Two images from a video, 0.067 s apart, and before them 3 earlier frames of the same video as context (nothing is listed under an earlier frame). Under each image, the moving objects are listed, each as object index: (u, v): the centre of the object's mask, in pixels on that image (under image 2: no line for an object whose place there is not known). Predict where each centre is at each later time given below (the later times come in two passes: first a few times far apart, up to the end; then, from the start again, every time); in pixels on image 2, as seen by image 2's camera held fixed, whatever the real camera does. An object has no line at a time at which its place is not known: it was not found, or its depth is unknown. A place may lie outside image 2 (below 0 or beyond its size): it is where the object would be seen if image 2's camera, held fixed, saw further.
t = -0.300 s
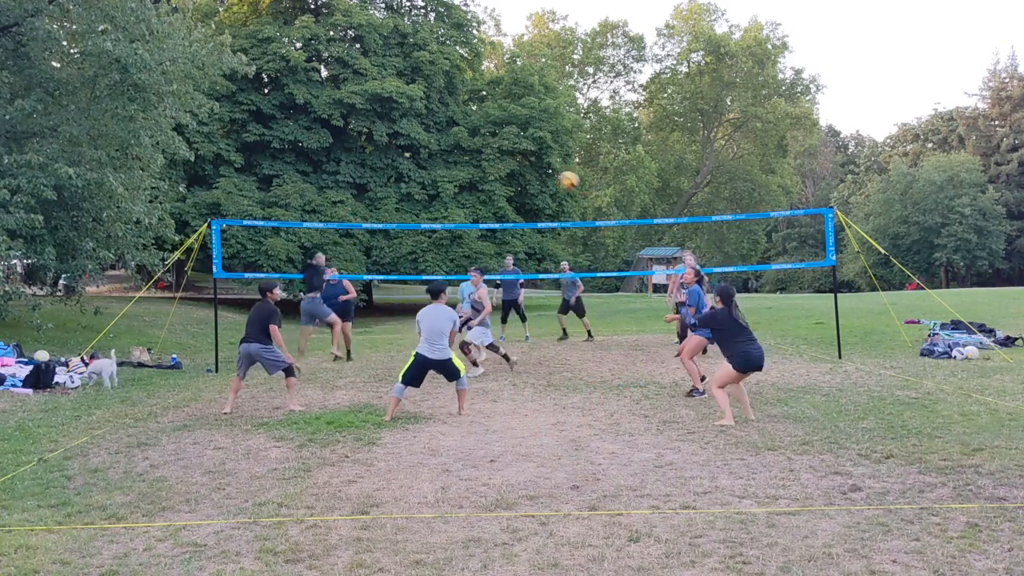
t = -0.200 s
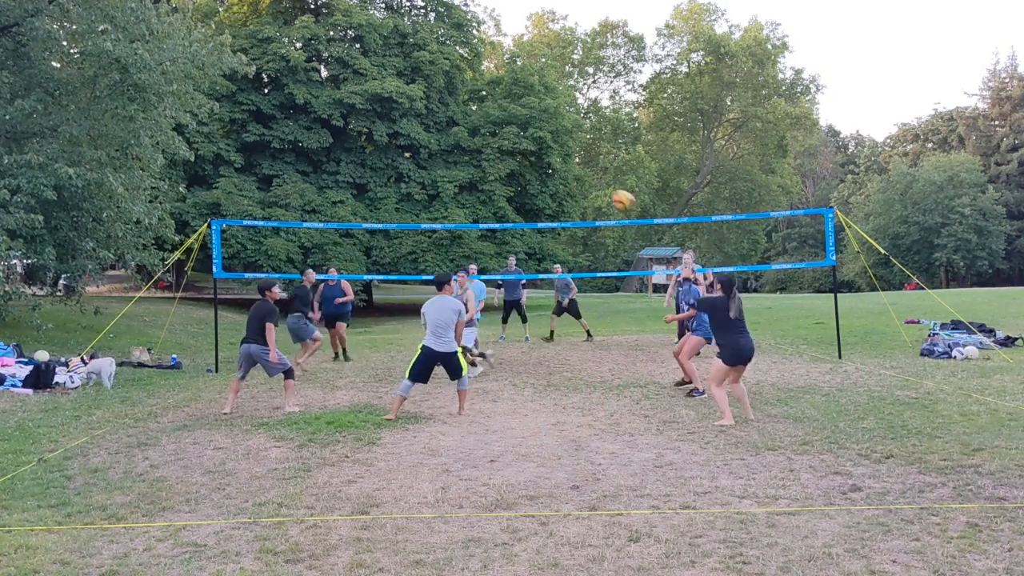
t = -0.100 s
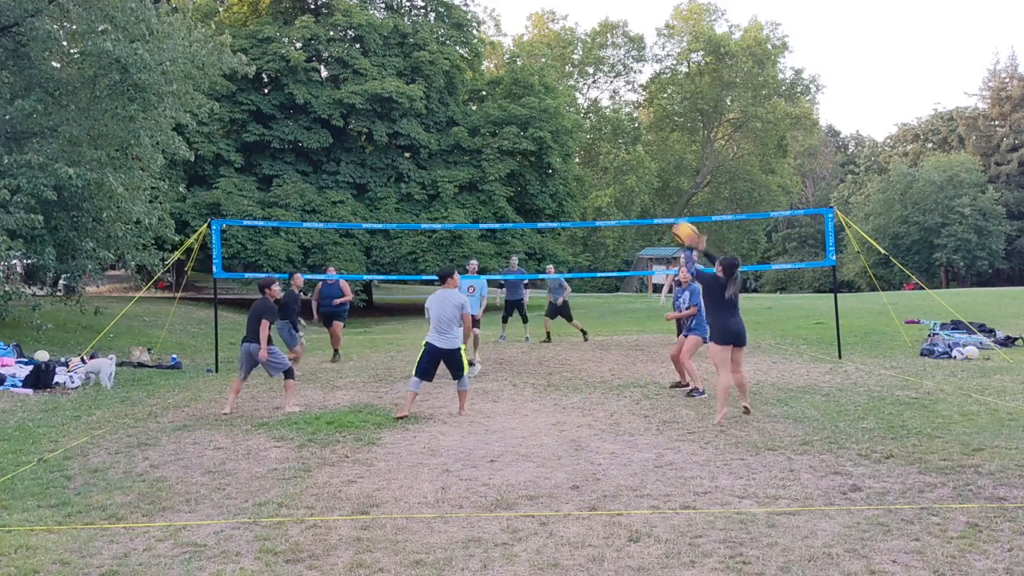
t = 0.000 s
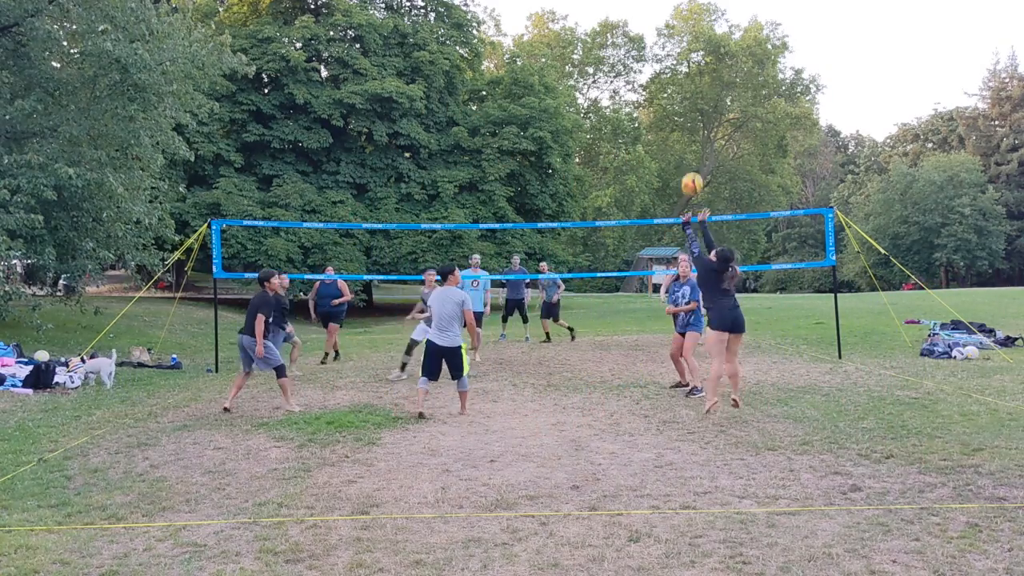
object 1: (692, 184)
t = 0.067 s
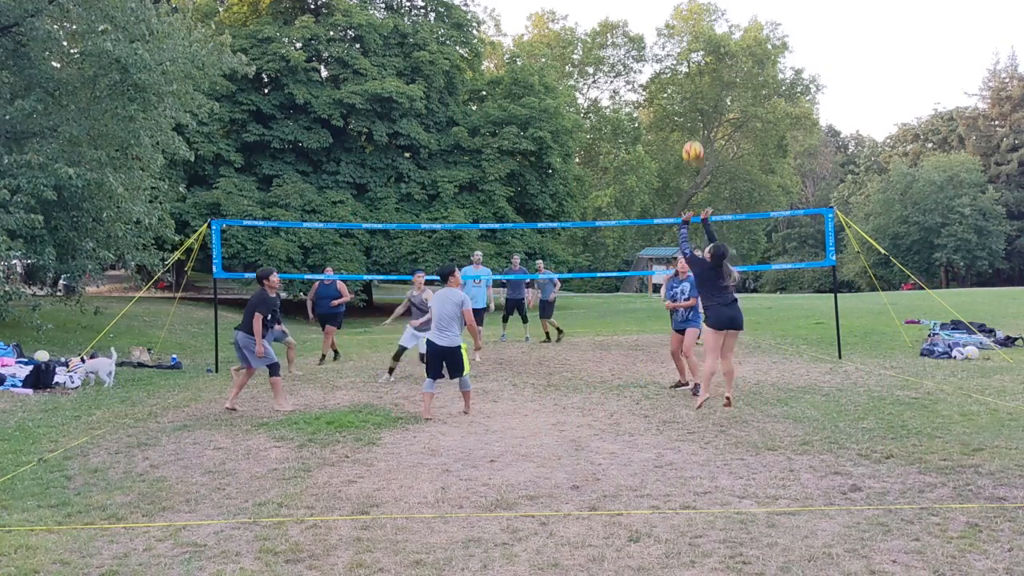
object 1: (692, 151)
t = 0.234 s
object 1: (694, 92)
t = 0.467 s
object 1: (697, 55)
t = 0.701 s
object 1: (698, 65)
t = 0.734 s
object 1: (699, 69)
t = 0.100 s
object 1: (693, 137)
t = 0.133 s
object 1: (693, 124)
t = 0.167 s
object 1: (694, 112)
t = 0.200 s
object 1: (694, 102)
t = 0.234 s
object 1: (694, 92)
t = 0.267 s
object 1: (695, 83)
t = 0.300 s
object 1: (695, 75)
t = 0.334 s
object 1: (695, 68)
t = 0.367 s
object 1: (696, 66)
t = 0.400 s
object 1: (696, 60)
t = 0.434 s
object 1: (696, 56)
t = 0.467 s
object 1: (697, 55)
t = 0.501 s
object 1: (698, 54)
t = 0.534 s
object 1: (698, 53)
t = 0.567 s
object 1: (698, 54)
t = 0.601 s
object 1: (698, 55)
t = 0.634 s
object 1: (698, 57)
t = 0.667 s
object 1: (698, 60)
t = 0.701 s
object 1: (698, 65)
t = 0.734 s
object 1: (699, 69)
